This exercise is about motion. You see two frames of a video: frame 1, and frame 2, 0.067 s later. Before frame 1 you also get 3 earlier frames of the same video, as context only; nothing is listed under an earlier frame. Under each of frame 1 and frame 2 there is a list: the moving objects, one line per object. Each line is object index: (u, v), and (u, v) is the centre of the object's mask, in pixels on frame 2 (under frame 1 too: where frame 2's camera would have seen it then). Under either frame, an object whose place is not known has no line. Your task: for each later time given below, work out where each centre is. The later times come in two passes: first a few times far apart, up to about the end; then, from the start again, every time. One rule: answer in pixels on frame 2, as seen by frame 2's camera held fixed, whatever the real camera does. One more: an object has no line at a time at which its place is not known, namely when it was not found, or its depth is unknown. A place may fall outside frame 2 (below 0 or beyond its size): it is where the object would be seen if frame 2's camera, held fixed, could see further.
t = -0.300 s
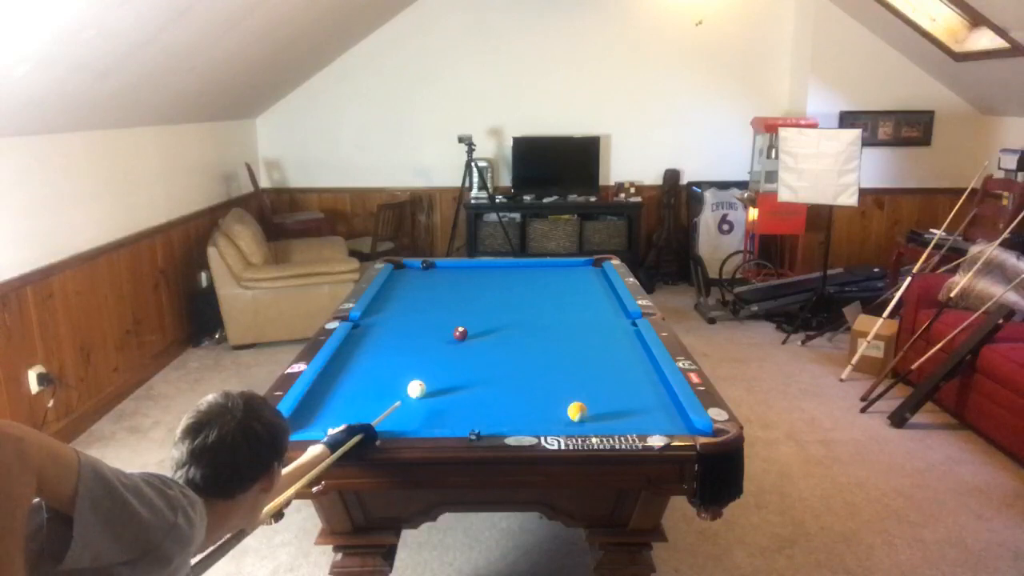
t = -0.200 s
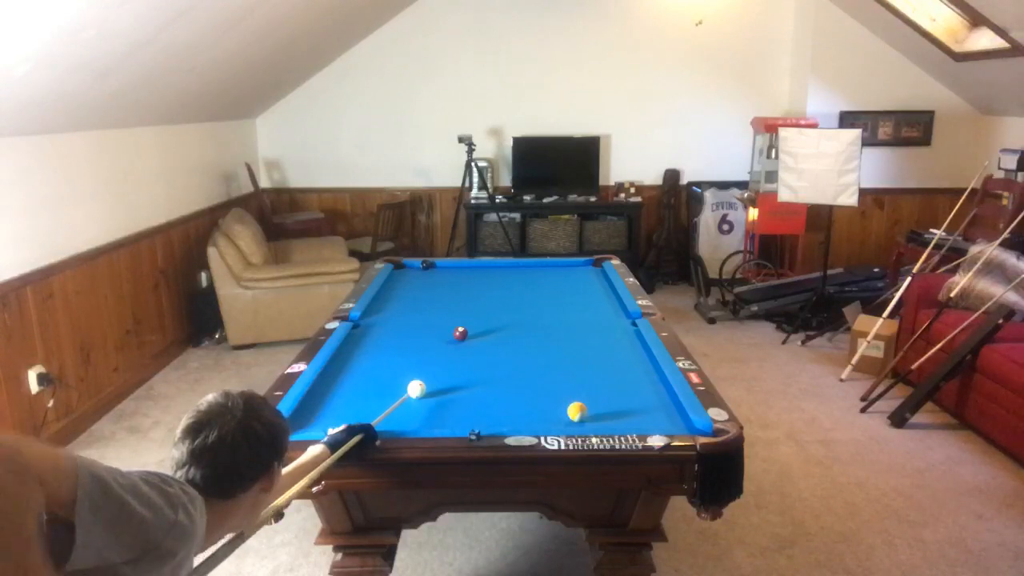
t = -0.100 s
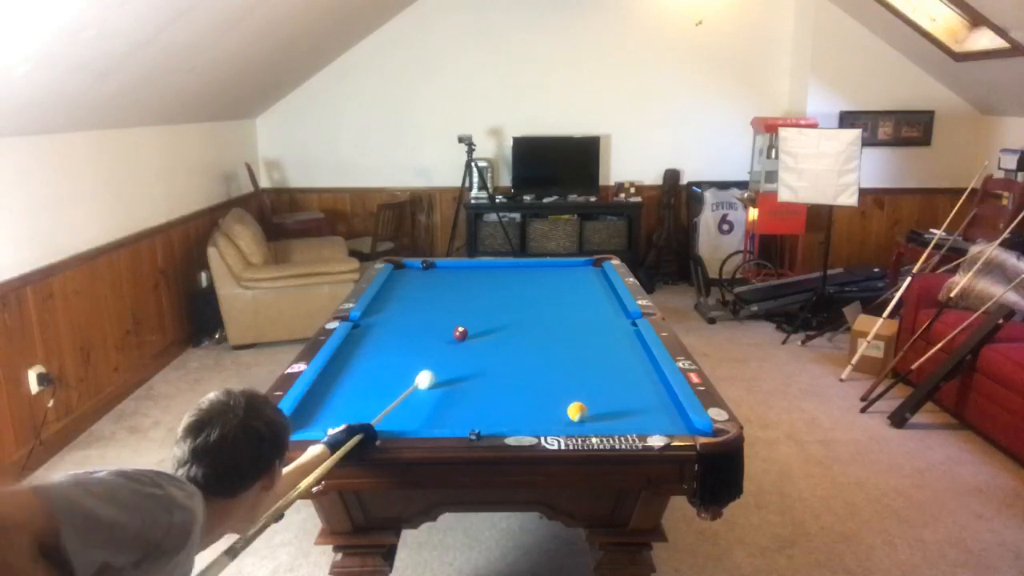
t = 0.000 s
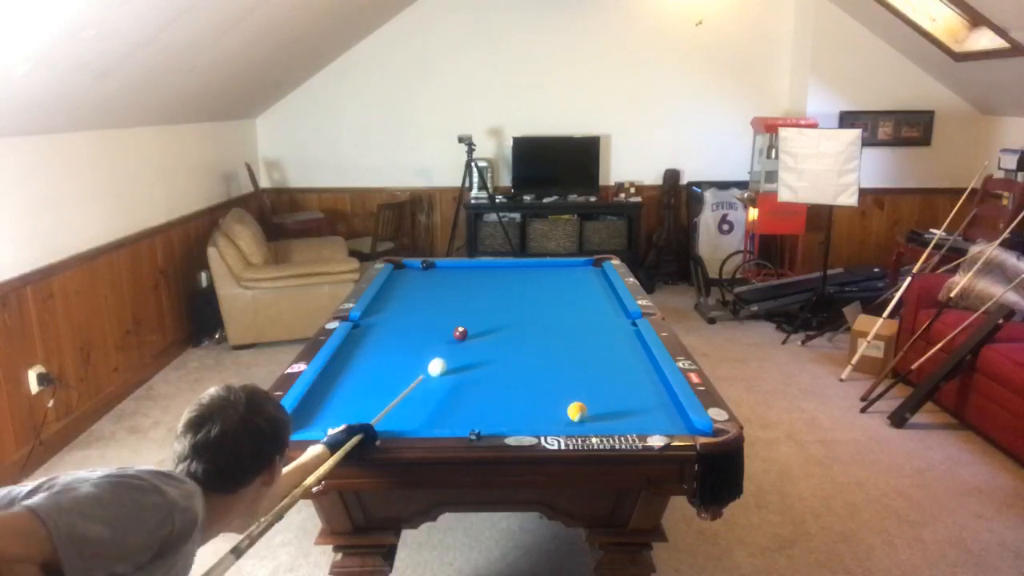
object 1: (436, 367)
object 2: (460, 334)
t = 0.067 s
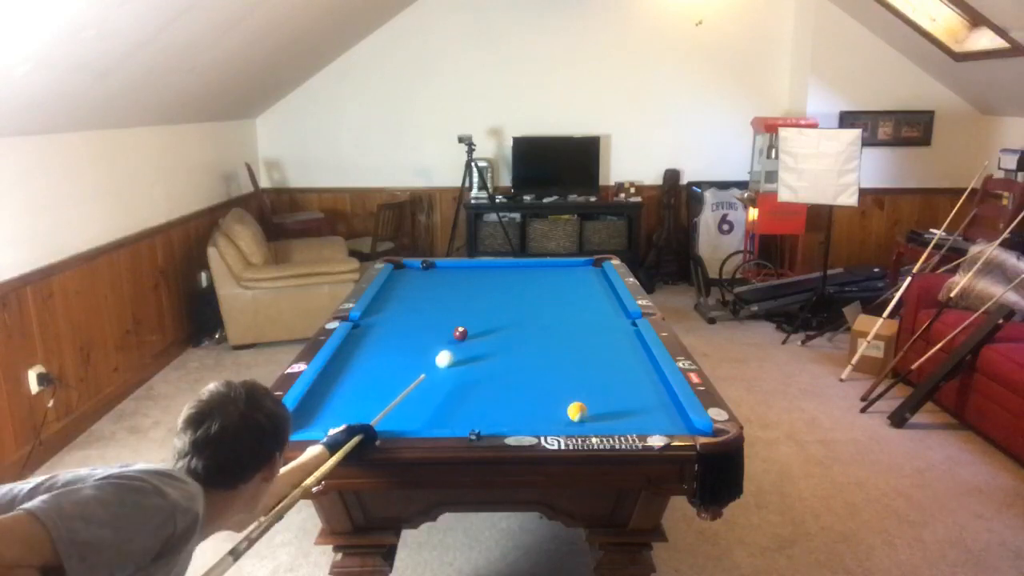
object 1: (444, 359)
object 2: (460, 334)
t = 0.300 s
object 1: (468, 337)
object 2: (457, 331)
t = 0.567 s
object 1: (506, 327)
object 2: (445, 320)
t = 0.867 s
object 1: (543, 317)
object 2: (433, 308)
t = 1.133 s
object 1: (572, 309)
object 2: (424, 300)
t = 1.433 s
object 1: (601, 301)
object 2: (415, 291)
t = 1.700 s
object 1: (606, 296)
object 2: (408, 285)
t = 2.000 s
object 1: (586, 292)
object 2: (401, 279)
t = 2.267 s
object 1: (571, 290)
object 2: (395, 273)
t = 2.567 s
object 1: (555, 286)
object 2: (400, 268)
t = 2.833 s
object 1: (542, 284)
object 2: (406, 265)
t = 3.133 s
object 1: (530, 282)
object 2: (402, 264)
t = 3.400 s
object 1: (520, 280)
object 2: (402, 265)
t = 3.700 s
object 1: (510, 278)
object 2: (400, 265)
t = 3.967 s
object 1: (502, 277)
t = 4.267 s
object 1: (494, 276)
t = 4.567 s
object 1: (488, 275)
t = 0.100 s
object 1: (448, 355)
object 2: (460, 334)
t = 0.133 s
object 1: (451, 352)
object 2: (460, 334)
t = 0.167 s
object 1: (454, 348)
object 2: (460, 333)
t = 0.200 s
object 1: (458, 344)
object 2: (461, 332)
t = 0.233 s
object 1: (461, 341)
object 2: (461, 330)
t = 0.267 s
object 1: (464, 338)
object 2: (459, 331)
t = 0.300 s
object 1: (468, 337)
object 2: (457, 331)
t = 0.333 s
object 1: (474, 335)
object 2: (456, 330)
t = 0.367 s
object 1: (478, 334)
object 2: (454, 328)
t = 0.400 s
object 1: (483, 333)
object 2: (452, 326)
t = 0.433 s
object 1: (488, 332)
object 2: (451, 325)
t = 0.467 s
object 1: (493, 331)
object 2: (449, 324)
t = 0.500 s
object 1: (497, 329)
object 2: (448, 322)
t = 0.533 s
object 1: (502, 328)
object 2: (446, 321)
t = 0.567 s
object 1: (506, 327)
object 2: (445, 320)
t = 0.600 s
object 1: (510, 326)
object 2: (444, 319)
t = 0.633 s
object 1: (515, 324)
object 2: (443, 316)
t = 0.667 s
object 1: (519, 323)
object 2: (441, 315)
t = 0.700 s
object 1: (523, 322)
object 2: (440, 314)
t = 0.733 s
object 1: (527, 321)
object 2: (438, 313)
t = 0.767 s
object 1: (531, 320)
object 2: (437, 312)
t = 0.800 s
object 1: (535, 319)
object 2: (436, 311)
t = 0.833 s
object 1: (539, 318)
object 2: (434, 310)
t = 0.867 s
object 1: (543, 317)
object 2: (433, 308)
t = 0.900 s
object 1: (547, 316)
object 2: (432, 308)
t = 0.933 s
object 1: (551, 315)
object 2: (431, 306)
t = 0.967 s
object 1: (555, 314)
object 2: (430, 305)
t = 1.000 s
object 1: (558, 313)
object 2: (428, 305)
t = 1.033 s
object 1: (562, 312)
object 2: (427, 304)
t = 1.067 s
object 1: (566, 311)
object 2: (426, 302)
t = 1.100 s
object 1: (569, 310)
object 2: (425, 300)
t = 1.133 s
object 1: (572, 309)
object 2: (424, 300)
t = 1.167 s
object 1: (576, 308)
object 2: (423, 299)
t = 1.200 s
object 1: (579, 307)
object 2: (422, 298)
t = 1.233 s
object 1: (582, 306)
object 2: (421, 297)
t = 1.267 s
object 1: (586, 305)
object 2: (420, 296)
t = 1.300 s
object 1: (589, 304)
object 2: (419, 295)
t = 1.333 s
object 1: (592, 303)
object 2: (418, 294)
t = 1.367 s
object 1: (595, 303)
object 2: (417, 293)
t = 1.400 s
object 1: (598, 302)
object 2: (416, 292)
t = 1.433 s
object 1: (601, 301)
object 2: (415, 291)
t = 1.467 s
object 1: (605, 300)
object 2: (414, 291)
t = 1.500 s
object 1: (607, 300)
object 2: (414, 290)
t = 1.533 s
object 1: (610, 299)
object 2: (413, 289)
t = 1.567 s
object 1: (613, 298)
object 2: (412, 287)
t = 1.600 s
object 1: (612, 297)
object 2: (411, 287)
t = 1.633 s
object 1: (610, 297)
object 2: (410, 287)
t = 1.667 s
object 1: (608, 296)
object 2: (409, 286)
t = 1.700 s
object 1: (606, 296)
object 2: (408, 285)
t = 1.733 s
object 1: (603, 296)
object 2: (407, 284)
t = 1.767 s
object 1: (601, 295)
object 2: (406, 283)
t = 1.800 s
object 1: (599, 295)
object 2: (406, 283)
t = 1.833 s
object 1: (597, 294)
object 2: (405, 282)
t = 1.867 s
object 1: (595, 294)
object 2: (405, 281)
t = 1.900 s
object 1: (592, 294)
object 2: (403, 280)
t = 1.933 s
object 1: (590, 293)
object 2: (402, 279)
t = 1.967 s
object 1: (588, 293)
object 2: (402, 279)
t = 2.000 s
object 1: (586, 292)
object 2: (401, 279)
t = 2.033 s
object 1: (584, 292)
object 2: (400, 278)
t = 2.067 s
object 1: (582, 292)
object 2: (400, 277)
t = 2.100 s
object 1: (580, 291)
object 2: (398, 276)
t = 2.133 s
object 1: (578, 291)
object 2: (398, 276)
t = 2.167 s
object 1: (576, 291)
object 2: (397, 275)
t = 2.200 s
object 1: (575, 290)
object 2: (396, 275)
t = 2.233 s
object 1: (573, 290)
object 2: (396, 274)
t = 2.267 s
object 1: (571, 290)
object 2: (395, 273)
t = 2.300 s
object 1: (569, 289)
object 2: (395, 273)
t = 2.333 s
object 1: (567, 289)
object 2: (395, 273)
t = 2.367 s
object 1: (565, 288)
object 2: (396, 272)
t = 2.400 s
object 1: (564, 288)
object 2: (397, 271)
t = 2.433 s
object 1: (562, 288)
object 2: (398, 271)
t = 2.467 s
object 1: (560, 288)
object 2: (399, 269)
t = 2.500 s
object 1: (558, 287)
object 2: (400, 269)
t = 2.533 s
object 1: (557, 287)
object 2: (400, 269)
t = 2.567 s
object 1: (555, 286)
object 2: (400, 268)
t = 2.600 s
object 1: (554, 286)
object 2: (401, 267)
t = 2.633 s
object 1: (552, 286)
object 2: (401, 268)
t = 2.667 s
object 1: (550, 286)
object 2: (402, 267)
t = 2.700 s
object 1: (549, 285)
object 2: (403, 267)
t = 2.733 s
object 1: (547, 285)
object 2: (404, 265)
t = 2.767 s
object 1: (546, 285)
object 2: (404, 265)
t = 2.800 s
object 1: (544, 285)
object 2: (404, 265)
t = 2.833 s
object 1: (542, 284)
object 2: (406, 265)
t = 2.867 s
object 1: (541, 284)
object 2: (404, 264)
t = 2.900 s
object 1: (540, 284)
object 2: (407, 265)
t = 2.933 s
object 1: (538, 283)
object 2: (407, 265)
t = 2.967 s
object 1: (537, 283)
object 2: (407, 265)
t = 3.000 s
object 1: (535, 283)
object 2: (407, 265)
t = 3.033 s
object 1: (534, 283)
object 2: (406, 265)
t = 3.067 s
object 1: (533, 282)
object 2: (405, 265)
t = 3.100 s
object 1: (531, 282)
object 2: (402, 265)
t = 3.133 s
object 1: (530, 282)
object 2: (402, 264)
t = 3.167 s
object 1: (529, 282)
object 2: (401, 265)
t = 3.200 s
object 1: (527, 281)
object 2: (401, 265)
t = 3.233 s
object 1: (526, 281)
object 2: (402, 265)
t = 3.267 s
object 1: (525, 281)
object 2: (401, 265)
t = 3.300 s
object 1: (524, 281)
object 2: (401, 265)
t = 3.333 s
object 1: (522, 281)
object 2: (401, 265)
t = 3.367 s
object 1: (521, 280)
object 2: (401, 265)
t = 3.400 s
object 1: (520, 280)
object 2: (402, 265)
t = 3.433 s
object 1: (519, 280)
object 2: (402, 265)
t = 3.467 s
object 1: (518, 280)
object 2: (402, 265)
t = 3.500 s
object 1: (517, 279)
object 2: (402, 265)
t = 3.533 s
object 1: (515, 279)
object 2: (400, 265)
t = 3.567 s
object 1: (514, 279)
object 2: (400, 265)
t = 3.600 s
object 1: (513, 279)
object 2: (400, 266)
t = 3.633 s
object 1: (512, 279)
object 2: (400, 265)
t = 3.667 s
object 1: (511, 278)
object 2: (400, 265)
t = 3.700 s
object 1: (510, 278)
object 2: (400, 265)
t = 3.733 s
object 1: (509, 278)
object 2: (399, 266)
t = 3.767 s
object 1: (508, 278)
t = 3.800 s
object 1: (507, 278)
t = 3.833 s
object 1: (506, 277)
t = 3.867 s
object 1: (505, 277)
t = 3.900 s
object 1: (504, 277)
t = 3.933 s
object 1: (503, 277)
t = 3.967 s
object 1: (502, 277)
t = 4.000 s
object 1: (501, 277)
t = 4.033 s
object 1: (500, 276)
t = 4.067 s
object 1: (500, 276)
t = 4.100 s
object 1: (499, 276)
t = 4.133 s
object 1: (498, 276)
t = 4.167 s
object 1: (497, 276)
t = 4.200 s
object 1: (496, 276)
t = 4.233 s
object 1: (495, 276)
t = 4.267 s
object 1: (494, 276)
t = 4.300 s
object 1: (493, 275)
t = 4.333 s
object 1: (493, 275)
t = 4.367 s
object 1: (492, 275)
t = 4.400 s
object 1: (491, 275)
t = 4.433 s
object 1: (490, 275)
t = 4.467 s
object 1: (490, 275)
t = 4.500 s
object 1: (489, 275)
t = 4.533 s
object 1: (488, 275)
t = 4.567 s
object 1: (488, 275)
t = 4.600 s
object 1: (487, 275)
